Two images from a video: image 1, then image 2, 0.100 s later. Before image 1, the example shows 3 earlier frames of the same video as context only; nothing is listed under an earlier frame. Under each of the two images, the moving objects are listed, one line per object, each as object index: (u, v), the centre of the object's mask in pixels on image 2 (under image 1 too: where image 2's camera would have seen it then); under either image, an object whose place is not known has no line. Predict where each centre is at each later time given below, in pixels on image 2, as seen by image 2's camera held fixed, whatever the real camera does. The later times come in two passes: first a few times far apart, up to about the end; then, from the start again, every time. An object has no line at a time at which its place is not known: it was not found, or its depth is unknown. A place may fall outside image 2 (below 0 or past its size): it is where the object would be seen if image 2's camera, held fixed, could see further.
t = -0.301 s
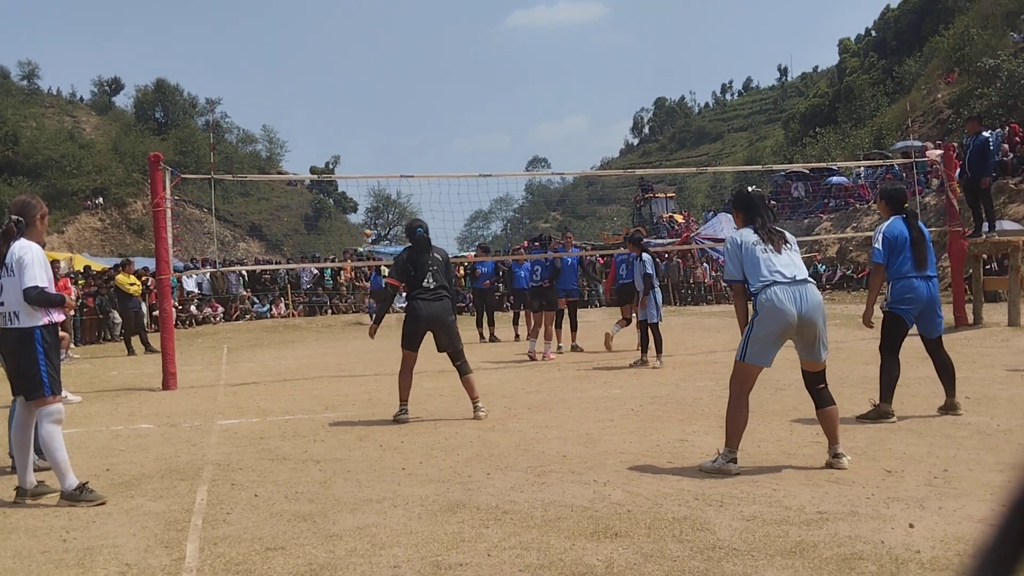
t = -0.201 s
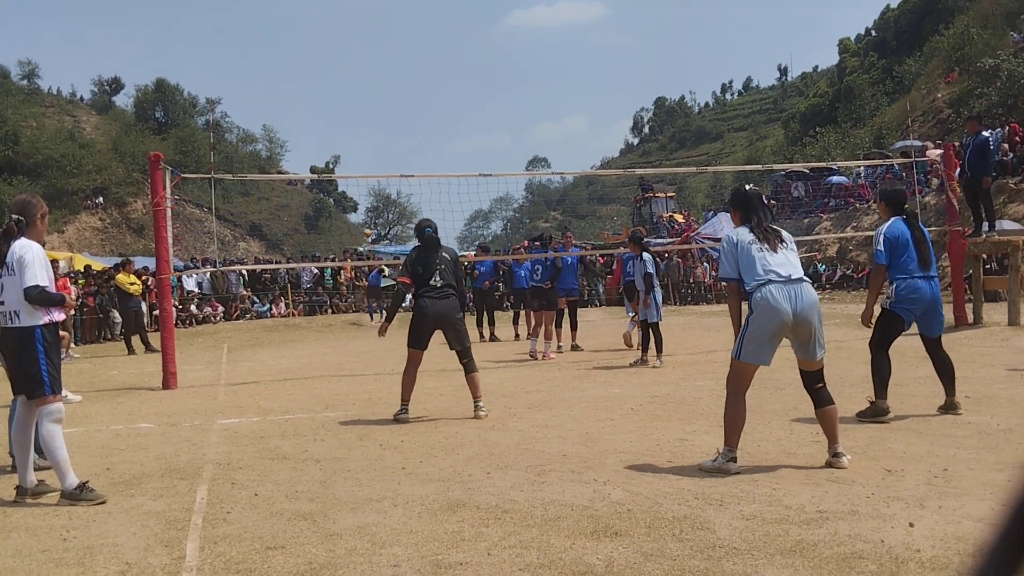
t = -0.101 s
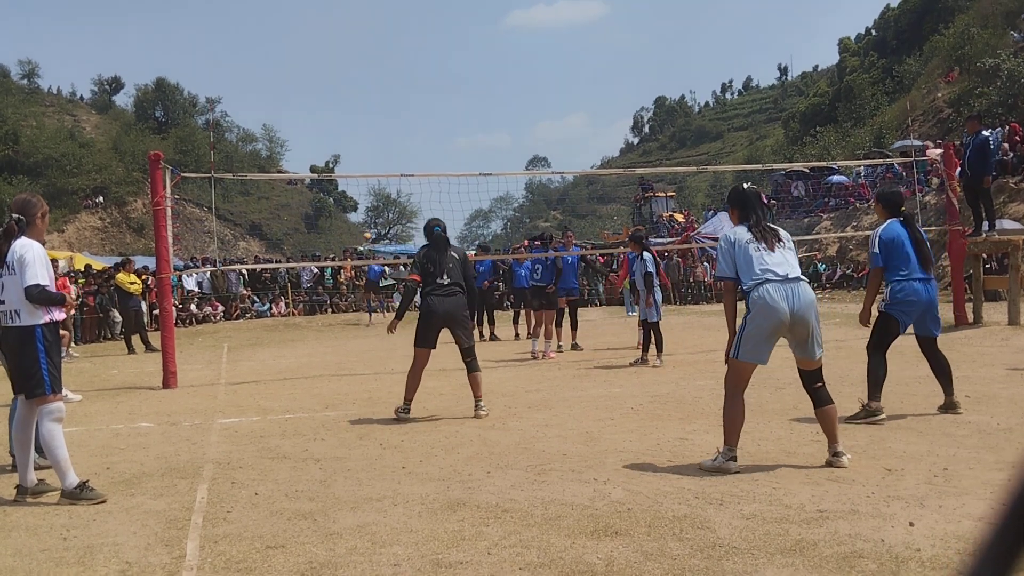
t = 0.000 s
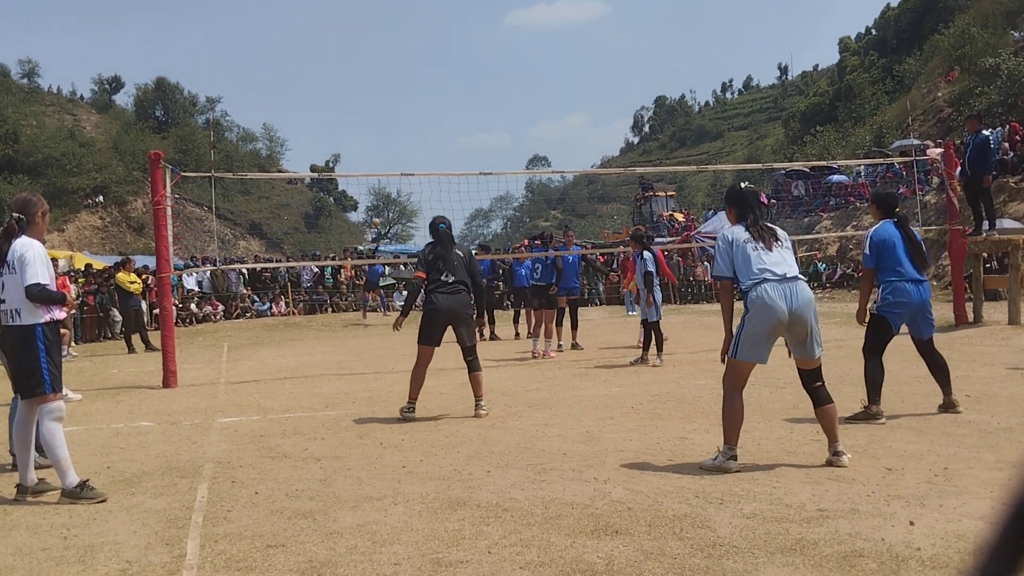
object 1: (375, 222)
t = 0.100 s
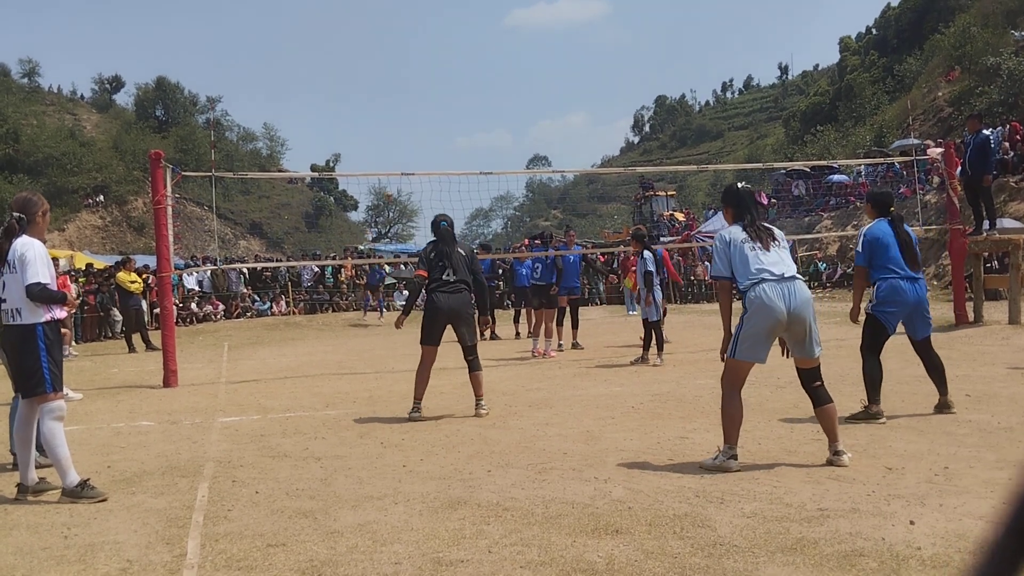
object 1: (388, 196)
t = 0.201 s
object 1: (407, 170)
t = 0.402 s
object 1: (451, 127)
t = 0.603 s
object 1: (512, 98)
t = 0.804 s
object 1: (598, 92)
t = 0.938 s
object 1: (674, 108)
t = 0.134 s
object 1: (396, 188)
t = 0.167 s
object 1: (402, 179)
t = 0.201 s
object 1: (407, 170)
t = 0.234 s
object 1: (414, 163)
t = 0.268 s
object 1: (421, 155)
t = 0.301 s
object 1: (428, 148)
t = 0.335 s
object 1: (435, 141)
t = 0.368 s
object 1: (443, 134)
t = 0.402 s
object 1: (451, 127)
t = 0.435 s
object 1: (460, 121)
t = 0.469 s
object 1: (469, 116)
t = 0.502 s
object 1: (479, 111)
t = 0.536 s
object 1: (489, 106)
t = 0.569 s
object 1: (500, 101)
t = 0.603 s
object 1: (512, 98)
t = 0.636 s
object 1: (524, 95)
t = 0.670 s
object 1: (538, 93)
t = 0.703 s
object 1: (552, 92)
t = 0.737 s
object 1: (567, 91)
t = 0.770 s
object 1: (582, 91)
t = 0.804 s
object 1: (598, 92)
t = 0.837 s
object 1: (615, 95)
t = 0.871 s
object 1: (633, 98)
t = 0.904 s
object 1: (653, 103)
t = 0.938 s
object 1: (674, 108)
